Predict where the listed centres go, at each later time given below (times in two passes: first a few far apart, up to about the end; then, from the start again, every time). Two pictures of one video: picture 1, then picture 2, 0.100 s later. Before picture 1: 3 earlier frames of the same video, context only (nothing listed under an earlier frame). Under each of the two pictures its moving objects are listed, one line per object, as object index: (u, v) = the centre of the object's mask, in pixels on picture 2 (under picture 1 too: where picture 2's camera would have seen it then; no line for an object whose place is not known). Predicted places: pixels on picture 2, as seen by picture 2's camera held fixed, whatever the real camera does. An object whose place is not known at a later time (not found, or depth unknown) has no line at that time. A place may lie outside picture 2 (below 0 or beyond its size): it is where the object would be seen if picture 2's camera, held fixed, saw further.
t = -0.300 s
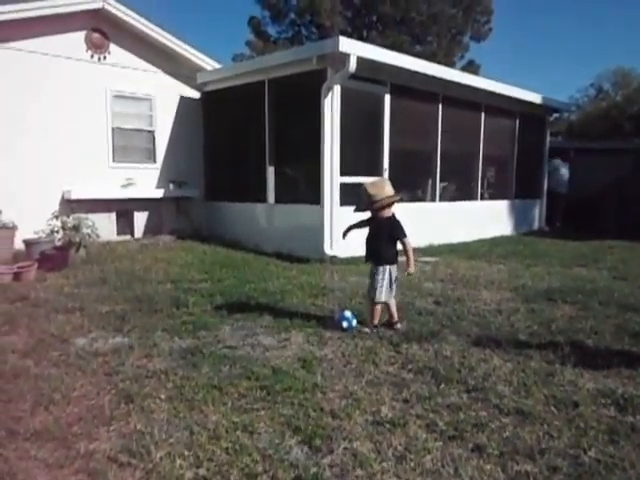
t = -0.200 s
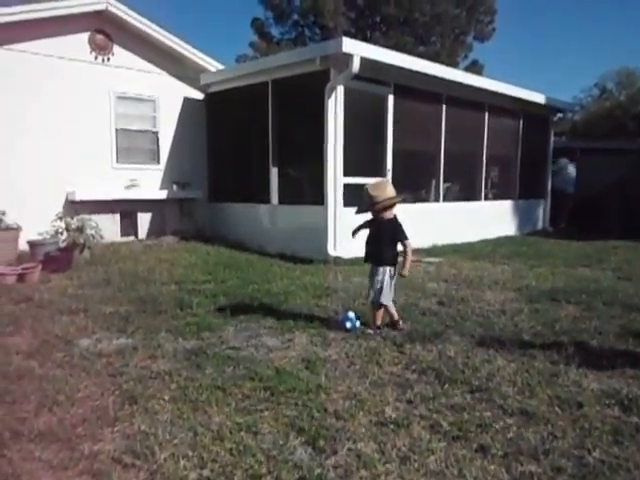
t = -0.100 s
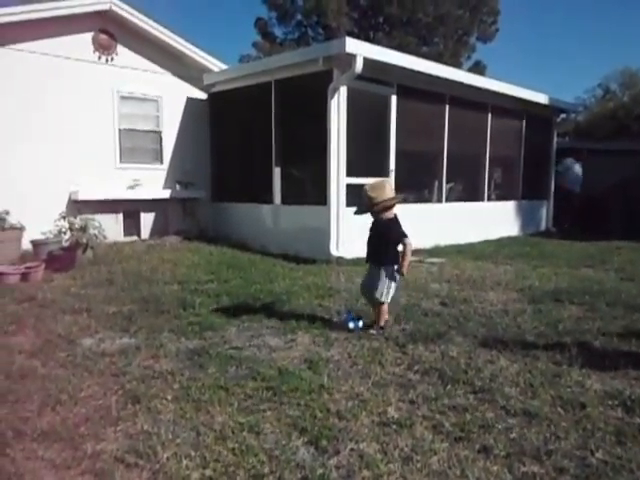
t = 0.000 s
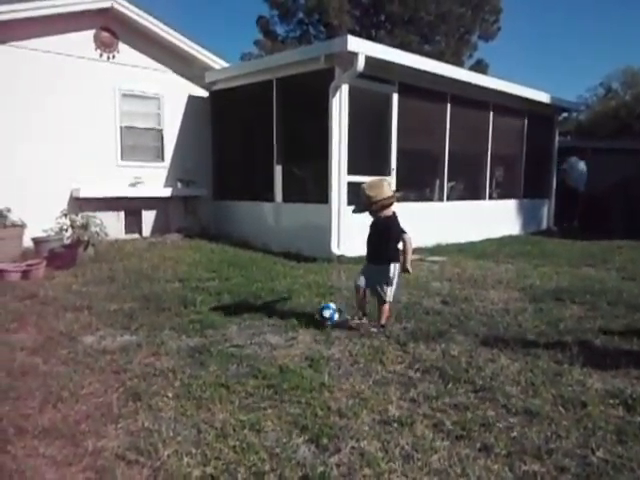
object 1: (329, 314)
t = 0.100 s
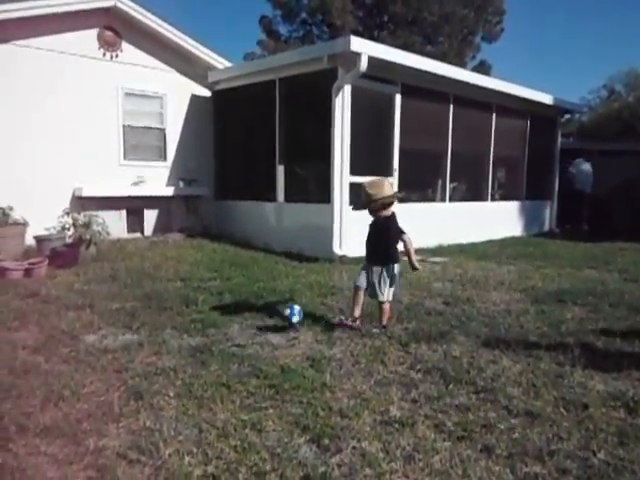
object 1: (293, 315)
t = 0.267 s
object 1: (241, 319)
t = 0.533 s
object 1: (178, 318)
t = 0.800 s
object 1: (129, 321)
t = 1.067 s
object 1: (84, 322)
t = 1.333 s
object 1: (59, 318)
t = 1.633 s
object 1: (43, 320)
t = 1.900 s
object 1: (36, 323)
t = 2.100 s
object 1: (31, 325)
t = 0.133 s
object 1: (279, 318)
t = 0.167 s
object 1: (267, 323)
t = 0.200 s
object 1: (258, 320)
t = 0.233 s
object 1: (250, 319)
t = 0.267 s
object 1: (241, 319)
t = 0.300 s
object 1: (232, 319)
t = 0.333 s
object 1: (224, 321)
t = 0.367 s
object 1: (217, 321)
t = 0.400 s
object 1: (207, 321)
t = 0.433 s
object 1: (201, 321)
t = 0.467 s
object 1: (192, 320)
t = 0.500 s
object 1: (185, 319)
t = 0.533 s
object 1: (178, 318)
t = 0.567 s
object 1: (170, 320)
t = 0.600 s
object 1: (162, 321)
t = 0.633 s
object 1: (155, 319)
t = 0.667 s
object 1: (151, 318)
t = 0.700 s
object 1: (145, 317)
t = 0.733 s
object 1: (140, 319)
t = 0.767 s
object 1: (134, 321)
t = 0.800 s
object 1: (129, 321)
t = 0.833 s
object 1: (122, 323)
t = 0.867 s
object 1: (115, 322)
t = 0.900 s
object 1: (110, 322)
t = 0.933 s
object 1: (104, 322)
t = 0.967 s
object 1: (97, 323)
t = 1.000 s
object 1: (92, 322)
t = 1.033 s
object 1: (89, 321)
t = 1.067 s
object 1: (84, 322)
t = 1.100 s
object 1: (80, 320)
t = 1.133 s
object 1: (76, 320)
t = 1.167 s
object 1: (73, 319)
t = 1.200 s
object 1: (69, 319)
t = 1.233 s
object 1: (66, 319)
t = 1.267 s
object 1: (63, 318)
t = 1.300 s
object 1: (61, 318)
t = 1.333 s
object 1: (59, 318)
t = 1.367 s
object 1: (57, 319)
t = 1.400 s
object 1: (55, 319)
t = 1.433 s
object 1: (54, 319)
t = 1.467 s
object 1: (52, 320)
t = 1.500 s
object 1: (50, 320)
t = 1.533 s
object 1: (48, 320)
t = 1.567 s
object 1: (47, 320)
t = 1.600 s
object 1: (45, 320)
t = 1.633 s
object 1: (43, 320)
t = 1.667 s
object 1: (41, 320)
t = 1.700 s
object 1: (40, 320)
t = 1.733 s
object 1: (40, 321)
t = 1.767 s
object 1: (39, 321)
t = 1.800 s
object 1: (38, 321)
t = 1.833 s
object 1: (38, 322)
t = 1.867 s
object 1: (37, 322)
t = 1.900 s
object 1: (36, 323)
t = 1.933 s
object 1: (35, 323)
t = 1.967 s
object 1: (34, 324)
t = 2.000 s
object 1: (33, 324)
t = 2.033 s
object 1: (32, 324)
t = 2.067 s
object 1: (32, 324)
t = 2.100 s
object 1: (31, 325)
